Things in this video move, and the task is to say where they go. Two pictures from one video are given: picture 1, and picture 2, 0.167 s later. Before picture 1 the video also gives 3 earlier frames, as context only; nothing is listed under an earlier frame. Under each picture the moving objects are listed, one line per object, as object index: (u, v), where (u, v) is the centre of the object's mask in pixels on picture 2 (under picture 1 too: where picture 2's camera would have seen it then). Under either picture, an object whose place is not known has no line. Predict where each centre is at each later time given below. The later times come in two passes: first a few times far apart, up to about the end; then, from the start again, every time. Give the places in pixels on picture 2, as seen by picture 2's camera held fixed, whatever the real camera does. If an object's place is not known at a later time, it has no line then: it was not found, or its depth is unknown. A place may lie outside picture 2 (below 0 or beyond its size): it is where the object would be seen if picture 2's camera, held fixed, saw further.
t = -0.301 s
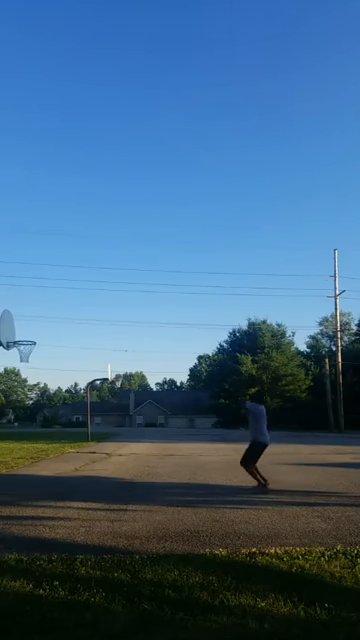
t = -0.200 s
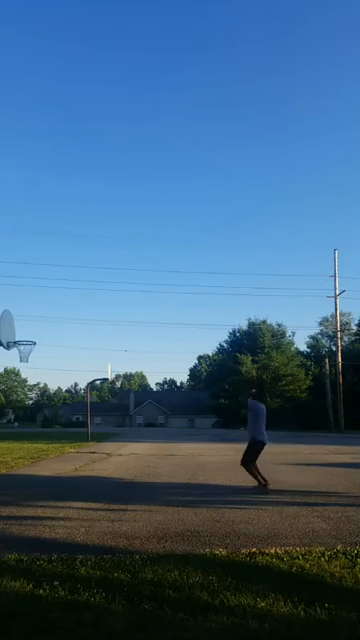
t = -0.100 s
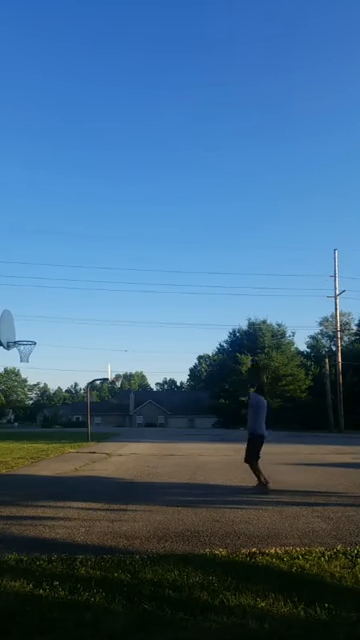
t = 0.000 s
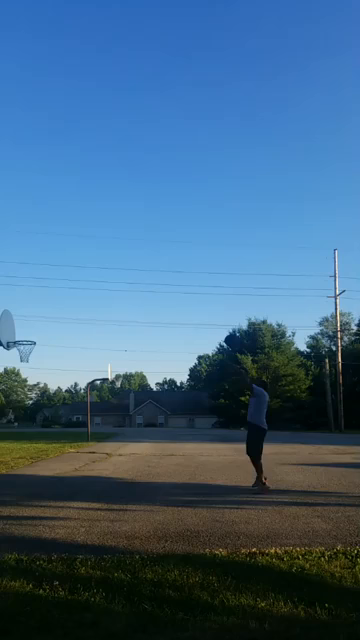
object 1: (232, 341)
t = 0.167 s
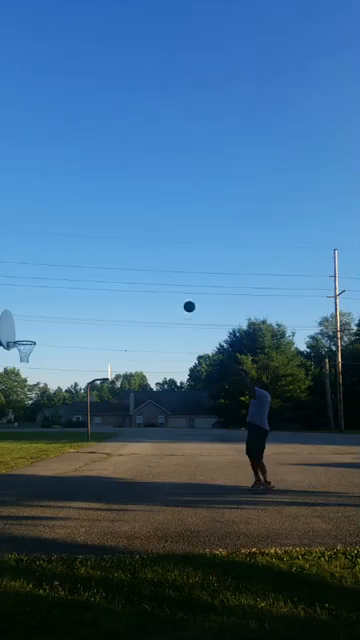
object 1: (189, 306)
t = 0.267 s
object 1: (166, 294)
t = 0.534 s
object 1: (109, 284)
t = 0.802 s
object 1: (58, 306)
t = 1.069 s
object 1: (27, 341)
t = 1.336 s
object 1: (25, 354)
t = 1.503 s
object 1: (25, 372)
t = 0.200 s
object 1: (181, 301)
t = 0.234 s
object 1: (174, 297)
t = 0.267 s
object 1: (166, 294)
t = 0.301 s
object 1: (159, 291)
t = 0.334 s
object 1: (151, 288)
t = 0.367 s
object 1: (144, 286)
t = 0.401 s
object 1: (137, 285)
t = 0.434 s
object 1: (130, 284)
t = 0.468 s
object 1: (123, 284)
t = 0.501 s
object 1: (116, 284)
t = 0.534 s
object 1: (109, 284)
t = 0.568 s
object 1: (103, 286)
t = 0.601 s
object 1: (96, 287)
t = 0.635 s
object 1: (90, 289)
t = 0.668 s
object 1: (84, 292)
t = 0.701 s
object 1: (77, 295)
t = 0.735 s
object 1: (71, 298)
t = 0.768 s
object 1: (64, 302)
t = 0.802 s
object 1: (58, 306)
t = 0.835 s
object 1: (52, 311)
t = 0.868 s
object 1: (46, 316)
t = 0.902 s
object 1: (40, 321)
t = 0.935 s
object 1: (34, 327)
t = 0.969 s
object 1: (28, 334)
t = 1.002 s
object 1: (22, 340)
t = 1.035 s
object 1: (23, 341)
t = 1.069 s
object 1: (27, 341)
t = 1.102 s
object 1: (25, 342)
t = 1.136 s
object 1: (22, 343)
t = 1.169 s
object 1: (23, 343)
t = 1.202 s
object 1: (24, 343)
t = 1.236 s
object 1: (25, 343)
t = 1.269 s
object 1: (25, 347)
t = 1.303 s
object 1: (25, 350)
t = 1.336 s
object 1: (25, 354)
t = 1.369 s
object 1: (25, 357)
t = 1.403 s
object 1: (25, 360)
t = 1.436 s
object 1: (25, 363)
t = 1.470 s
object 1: (25, 367)
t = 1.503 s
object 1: (25, 372)
